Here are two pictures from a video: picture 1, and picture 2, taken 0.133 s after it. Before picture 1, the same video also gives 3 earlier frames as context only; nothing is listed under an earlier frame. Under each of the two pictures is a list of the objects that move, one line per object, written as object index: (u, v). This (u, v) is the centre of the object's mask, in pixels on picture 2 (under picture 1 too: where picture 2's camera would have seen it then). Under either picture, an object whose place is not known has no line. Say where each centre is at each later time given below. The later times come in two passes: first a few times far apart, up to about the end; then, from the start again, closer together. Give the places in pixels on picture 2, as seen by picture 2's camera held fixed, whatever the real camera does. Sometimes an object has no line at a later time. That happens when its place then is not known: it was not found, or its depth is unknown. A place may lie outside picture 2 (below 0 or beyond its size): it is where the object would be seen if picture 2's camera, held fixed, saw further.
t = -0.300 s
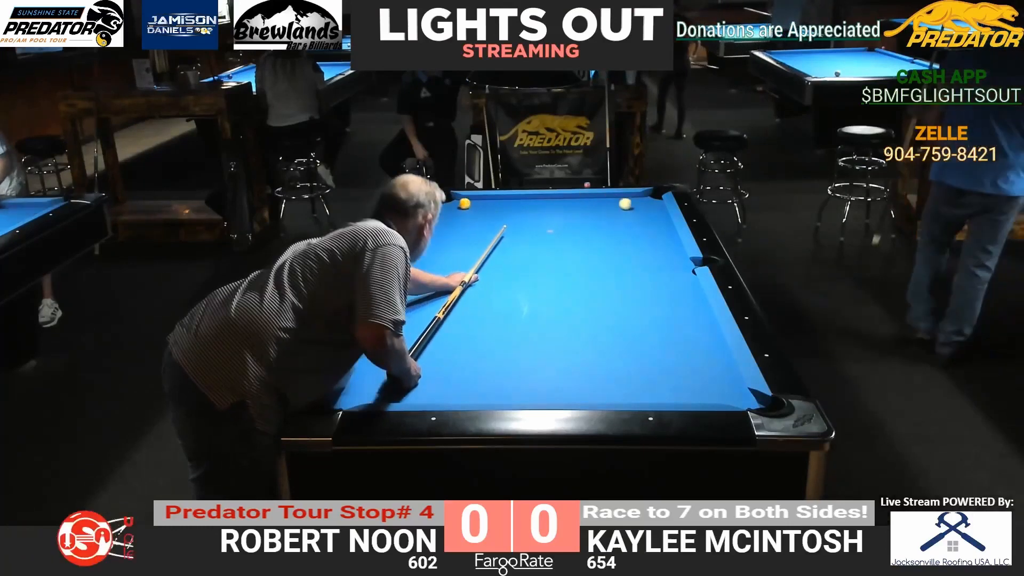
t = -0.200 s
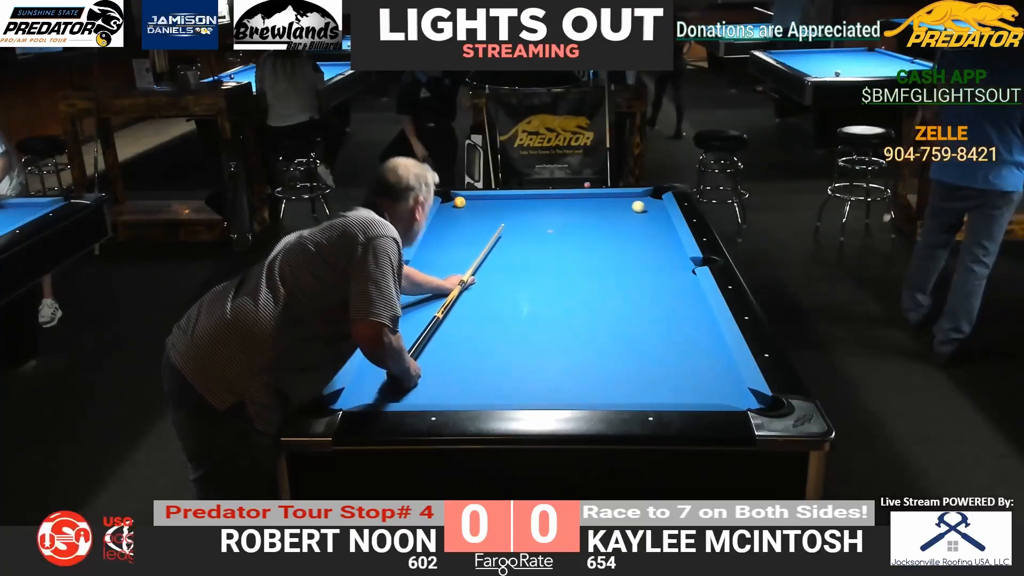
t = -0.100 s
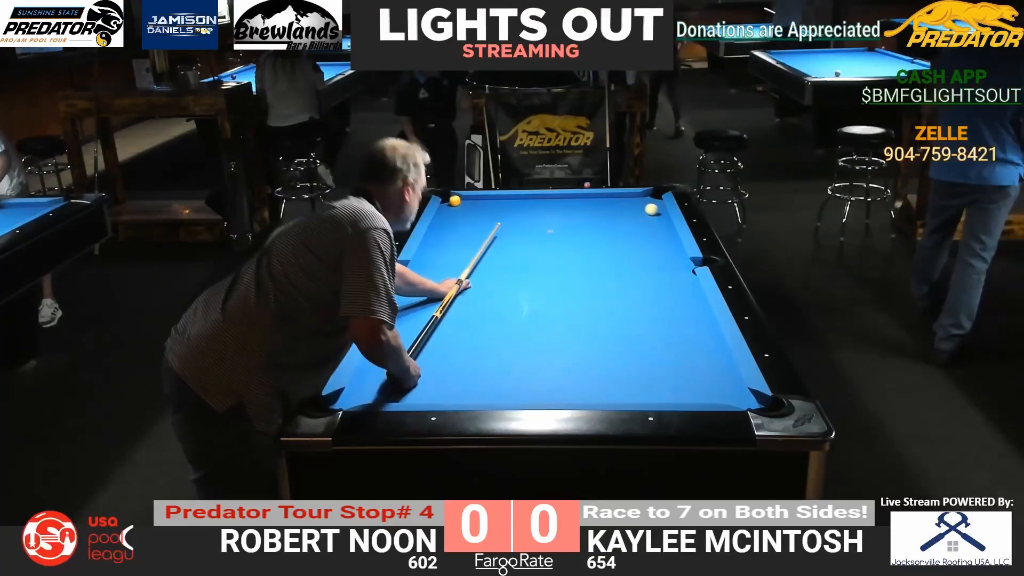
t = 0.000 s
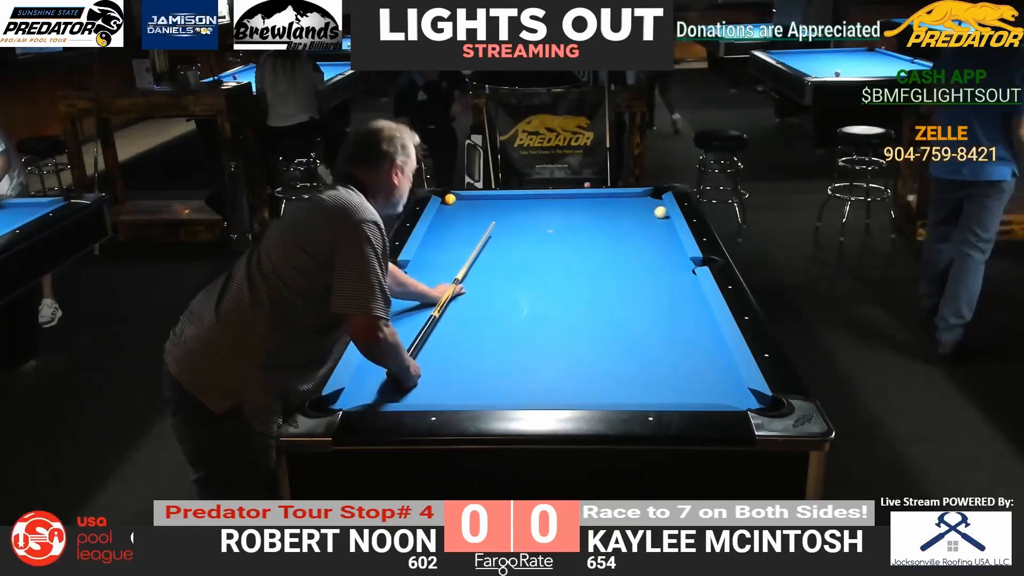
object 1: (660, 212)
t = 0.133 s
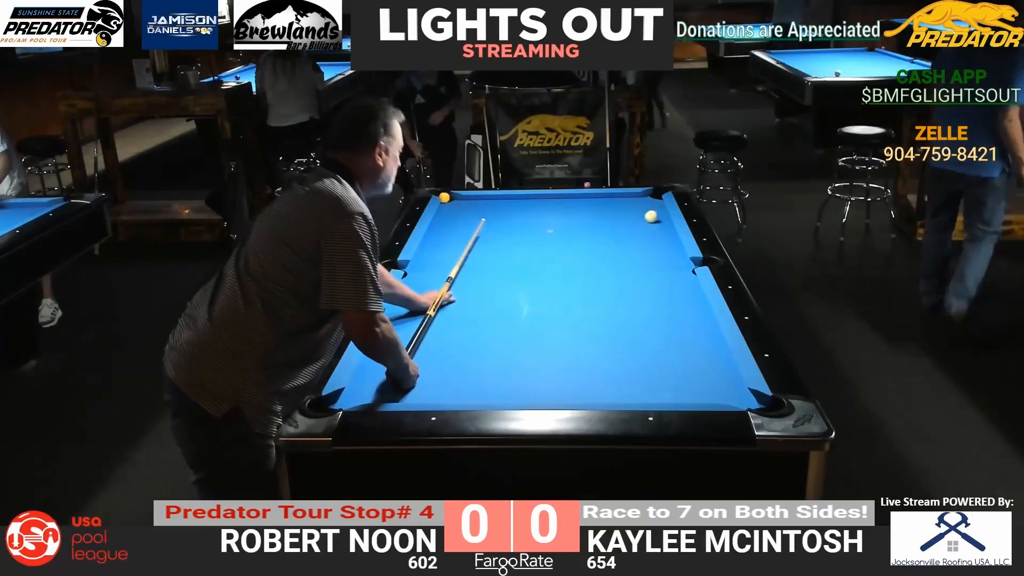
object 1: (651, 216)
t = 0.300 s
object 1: (639, 222)
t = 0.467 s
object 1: (627, 227)
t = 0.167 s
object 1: (649, 217)
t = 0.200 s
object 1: (646, 219)
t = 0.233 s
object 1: (644, 220)
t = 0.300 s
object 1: (639, 222)
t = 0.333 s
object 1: (637, 223)
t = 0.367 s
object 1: (634, 224)
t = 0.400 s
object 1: (632, 225)
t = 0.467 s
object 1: (627, 227)
